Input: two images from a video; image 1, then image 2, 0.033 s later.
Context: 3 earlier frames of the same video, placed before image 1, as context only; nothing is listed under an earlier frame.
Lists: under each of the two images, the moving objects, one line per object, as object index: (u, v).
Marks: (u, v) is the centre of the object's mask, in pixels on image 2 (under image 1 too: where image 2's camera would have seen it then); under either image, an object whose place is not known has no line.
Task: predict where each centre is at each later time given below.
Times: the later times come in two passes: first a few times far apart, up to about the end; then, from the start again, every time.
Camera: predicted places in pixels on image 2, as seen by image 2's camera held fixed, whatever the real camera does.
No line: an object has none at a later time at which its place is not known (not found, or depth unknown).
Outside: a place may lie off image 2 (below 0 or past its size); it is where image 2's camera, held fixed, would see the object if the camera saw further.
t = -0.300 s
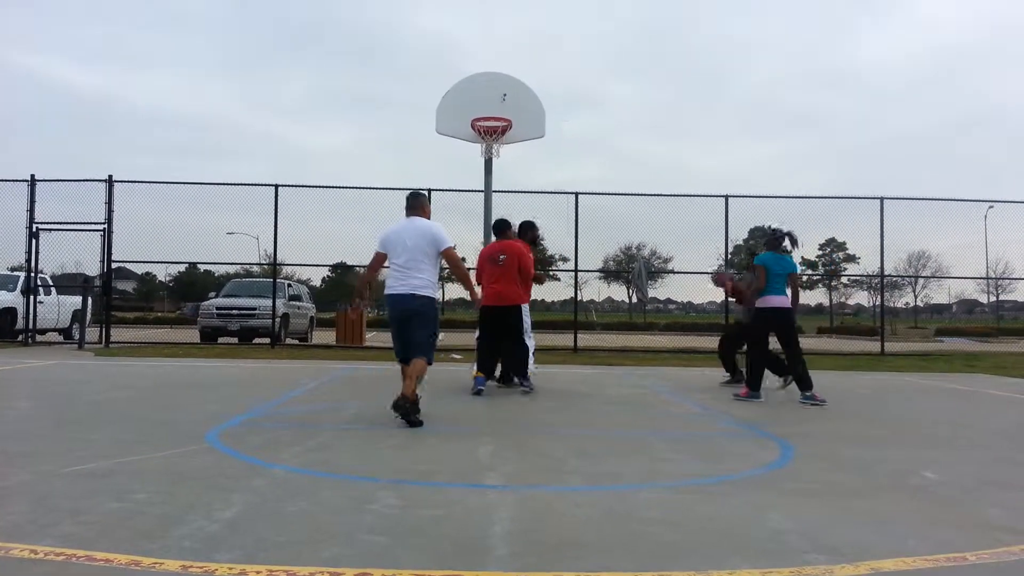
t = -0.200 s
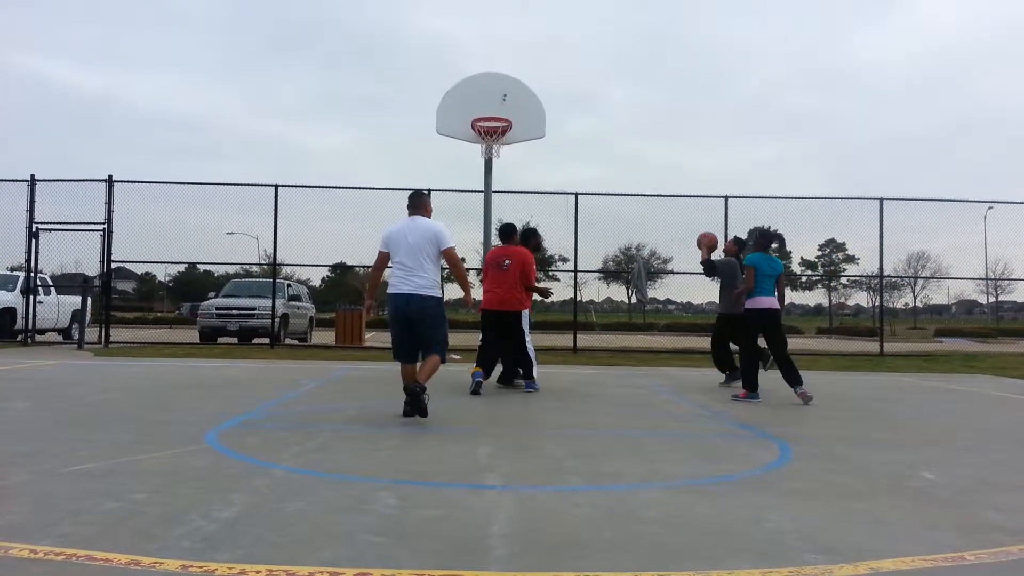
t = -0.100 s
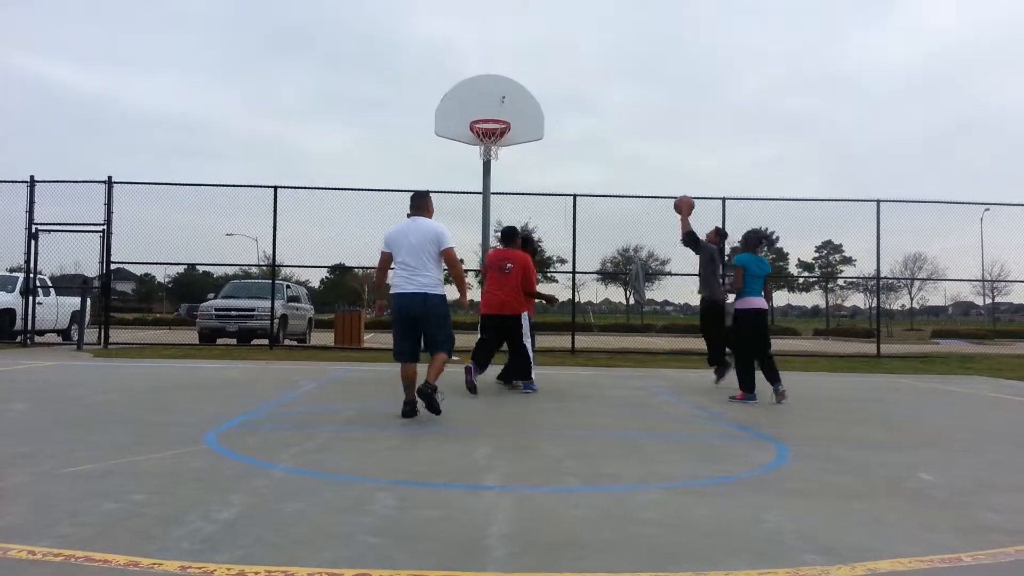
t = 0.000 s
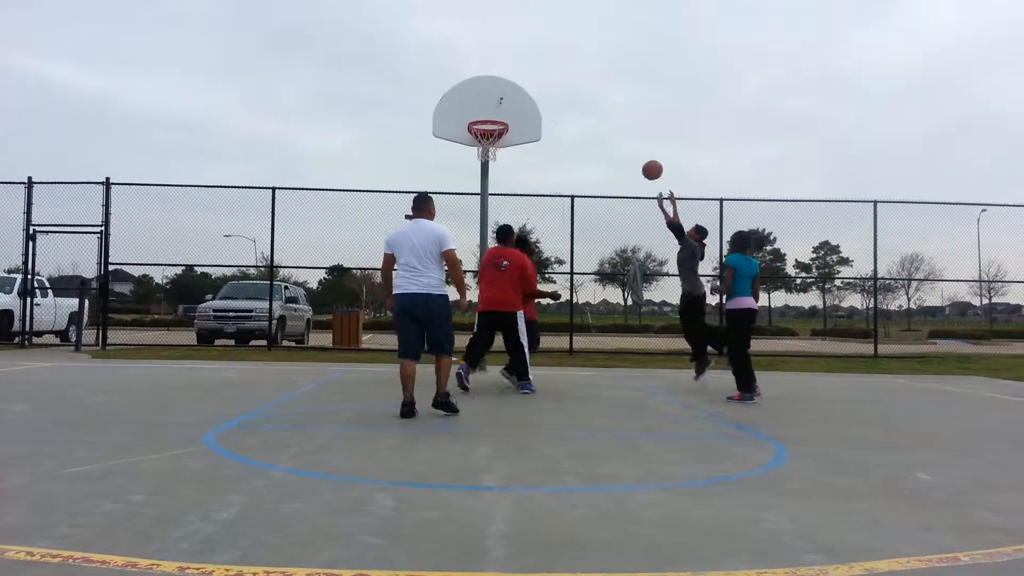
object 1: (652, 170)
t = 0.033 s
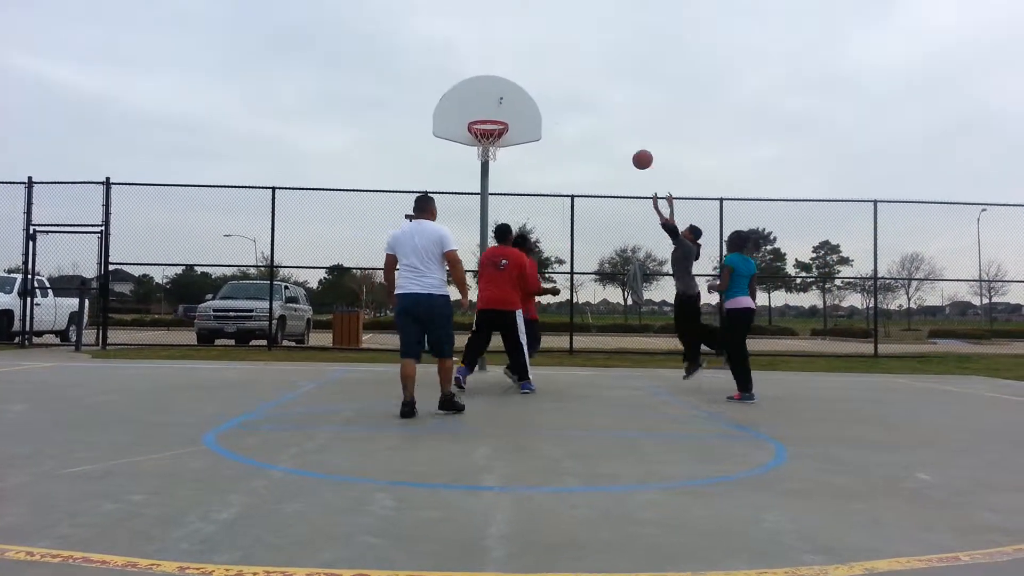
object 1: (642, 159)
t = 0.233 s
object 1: (585, 118)
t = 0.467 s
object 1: (520, 112)
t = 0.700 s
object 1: (479, 112)
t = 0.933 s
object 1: (451, 137)
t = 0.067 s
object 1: (633, 150)
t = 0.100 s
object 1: (623, 142)
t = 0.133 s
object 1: (613, 135)
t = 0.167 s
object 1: (604, 128)
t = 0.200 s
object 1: (594, 123)
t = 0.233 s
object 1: (585, 118)
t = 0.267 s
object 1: (576, 115)
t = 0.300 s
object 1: (567, 112)
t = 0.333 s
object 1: (557, 110)
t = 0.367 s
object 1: (548, 109)
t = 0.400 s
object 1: (539, 109)
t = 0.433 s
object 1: (530, 110)
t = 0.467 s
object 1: (520, 112)
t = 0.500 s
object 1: (511, 115)
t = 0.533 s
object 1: (503, 116)
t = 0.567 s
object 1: (496, 115)
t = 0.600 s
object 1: (491, 114)
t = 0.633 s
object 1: (487, 113)
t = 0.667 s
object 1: (483, 113)
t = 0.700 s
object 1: (479, 112)
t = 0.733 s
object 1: (474, 113)
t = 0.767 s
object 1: (470, 115)
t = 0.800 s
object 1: (466, 118)
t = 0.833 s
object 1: (462, 122)
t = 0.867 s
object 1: (459, 126)
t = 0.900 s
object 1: (454, 131)
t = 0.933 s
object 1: (451, 137)
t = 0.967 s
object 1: (446, 143)
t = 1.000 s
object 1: (442, 151)
